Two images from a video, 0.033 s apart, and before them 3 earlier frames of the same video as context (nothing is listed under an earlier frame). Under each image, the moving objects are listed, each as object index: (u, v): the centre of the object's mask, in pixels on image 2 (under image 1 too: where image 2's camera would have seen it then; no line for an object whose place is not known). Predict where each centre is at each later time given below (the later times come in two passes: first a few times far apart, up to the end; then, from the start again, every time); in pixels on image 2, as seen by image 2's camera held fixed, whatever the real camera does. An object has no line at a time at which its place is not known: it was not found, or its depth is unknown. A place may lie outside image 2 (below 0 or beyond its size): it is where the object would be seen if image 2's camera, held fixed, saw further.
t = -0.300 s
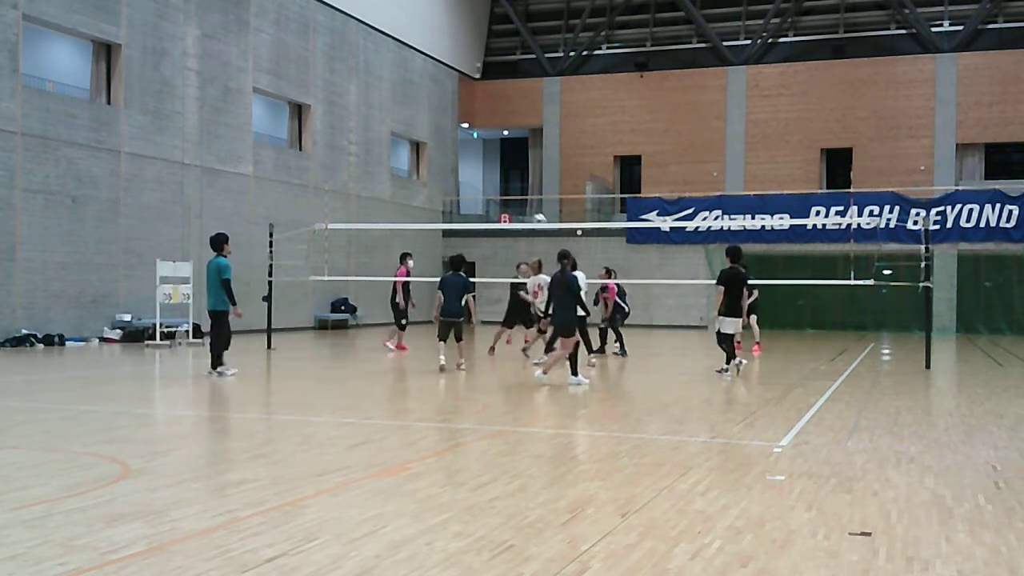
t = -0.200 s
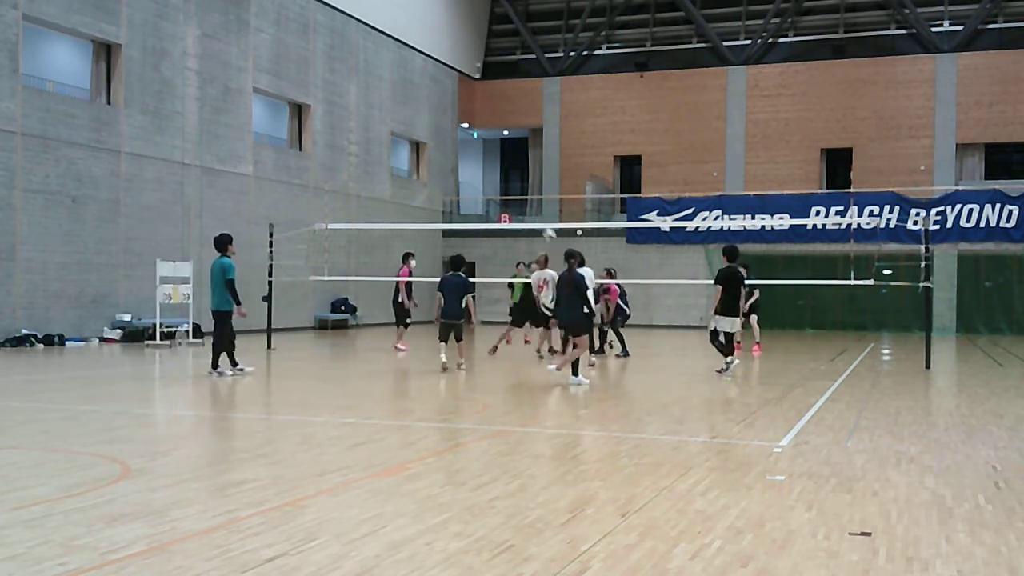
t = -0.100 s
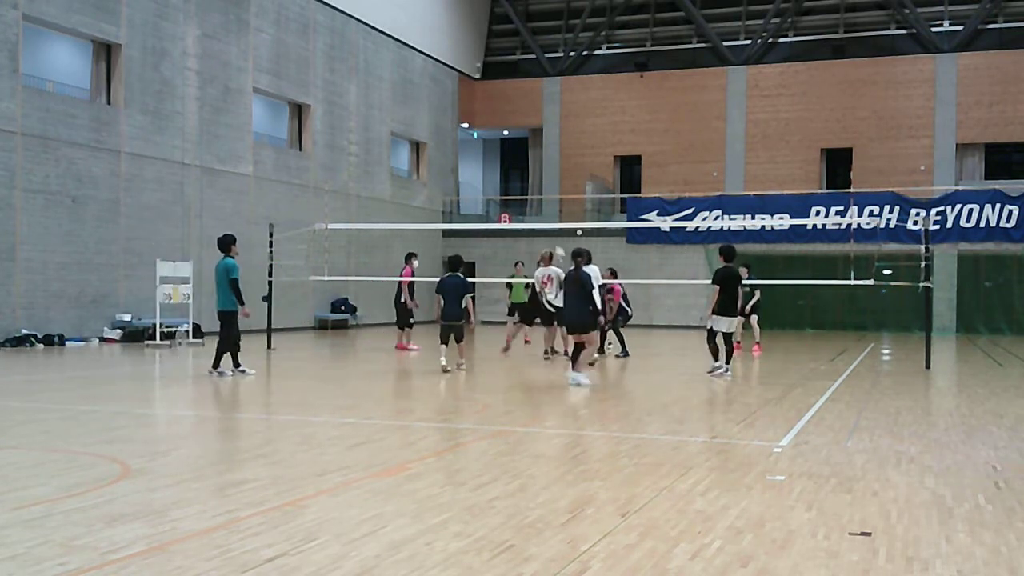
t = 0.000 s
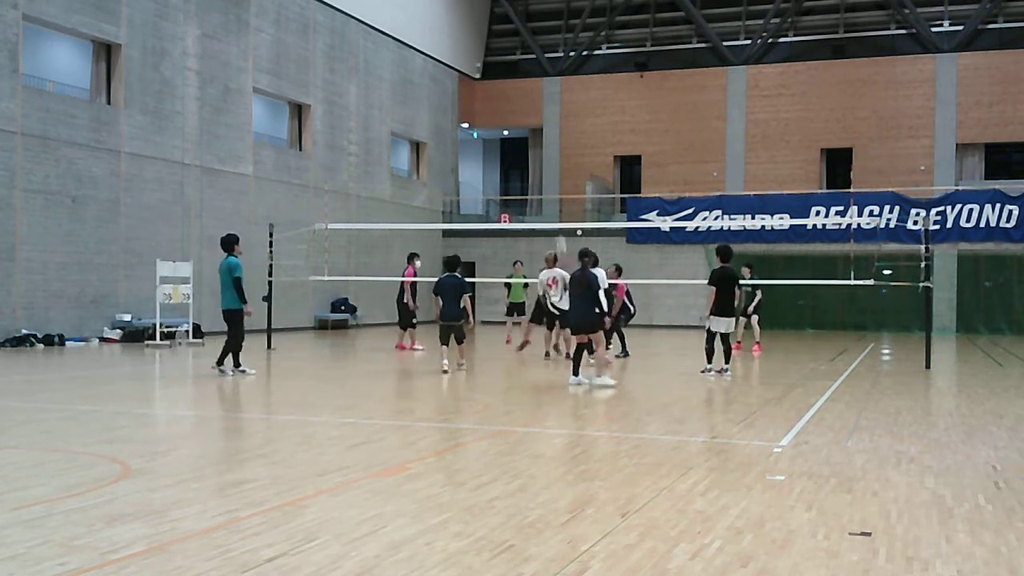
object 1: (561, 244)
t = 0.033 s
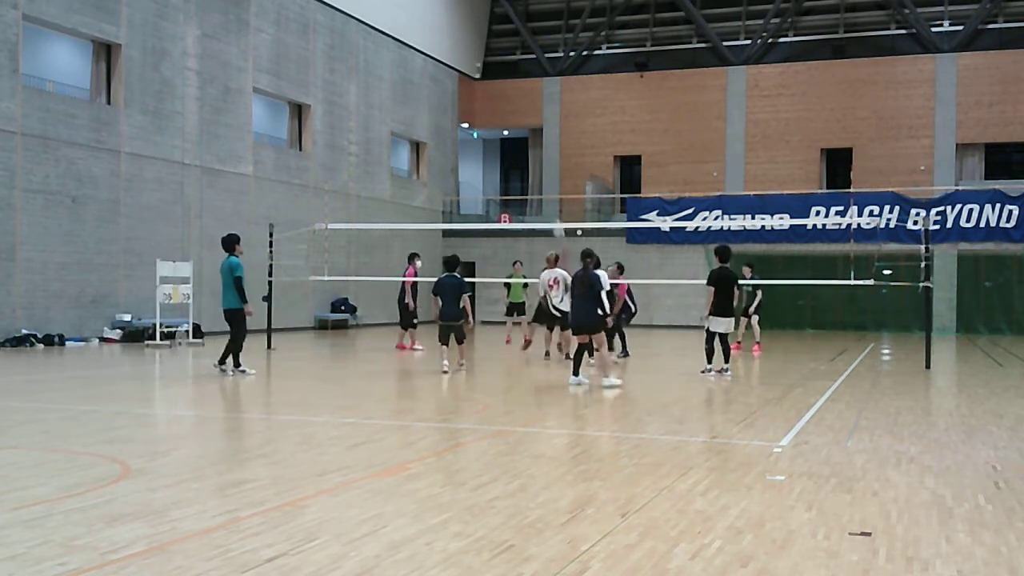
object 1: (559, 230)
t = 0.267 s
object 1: (539, 137)
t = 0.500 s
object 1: (519, 77)
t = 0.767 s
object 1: (501, 55)
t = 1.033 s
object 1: (481, 68)
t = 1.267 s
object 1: (464, 111)
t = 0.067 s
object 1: (555, 213)
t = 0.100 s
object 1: (553, 198)
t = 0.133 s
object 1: (549, 184)
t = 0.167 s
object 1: (547, 171)
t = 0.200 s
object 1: (545, 159)
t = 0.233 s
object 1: (542, 149)
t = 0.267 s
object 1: (539, 137)
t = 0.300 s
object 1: (537, 127)
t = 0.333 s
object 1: (535, 118)
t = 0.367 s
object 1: (532, 108)
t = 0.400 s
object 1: (529, 100)
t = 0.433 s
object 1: (526, 93)
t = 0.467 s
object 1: (524, 86)
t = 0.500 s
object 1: (519, 77)
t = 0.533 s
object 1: (518, 74)
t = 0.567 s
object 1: (516, 70)
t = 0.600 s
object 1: (513, 66)
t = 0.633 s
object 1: (511, 62)
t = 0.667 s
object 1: (508, 60)
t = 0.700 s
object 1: (505, 58)
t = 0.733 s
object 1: (503, 56)
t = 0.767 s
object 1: (501, 55)
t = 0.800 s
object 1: (498, 54)
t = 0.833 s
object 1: (495, 55)
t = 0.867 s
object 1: (493, 55)
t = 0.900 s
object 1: (490, 56)
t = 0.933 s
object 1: (488, 58)
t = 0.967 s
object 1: (486, 61)
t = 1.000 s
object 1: (483, 64)
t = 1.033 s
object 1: (481, 68)
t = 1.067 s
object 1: (478, 71)
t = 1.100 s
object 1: (476, 77)
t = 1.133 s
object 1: (474, 82)
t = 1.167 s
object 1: (472, 89)
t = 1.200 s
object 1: (469, 96)
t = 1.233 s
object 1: (467, 103)
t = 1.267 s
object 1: (464, 111)
